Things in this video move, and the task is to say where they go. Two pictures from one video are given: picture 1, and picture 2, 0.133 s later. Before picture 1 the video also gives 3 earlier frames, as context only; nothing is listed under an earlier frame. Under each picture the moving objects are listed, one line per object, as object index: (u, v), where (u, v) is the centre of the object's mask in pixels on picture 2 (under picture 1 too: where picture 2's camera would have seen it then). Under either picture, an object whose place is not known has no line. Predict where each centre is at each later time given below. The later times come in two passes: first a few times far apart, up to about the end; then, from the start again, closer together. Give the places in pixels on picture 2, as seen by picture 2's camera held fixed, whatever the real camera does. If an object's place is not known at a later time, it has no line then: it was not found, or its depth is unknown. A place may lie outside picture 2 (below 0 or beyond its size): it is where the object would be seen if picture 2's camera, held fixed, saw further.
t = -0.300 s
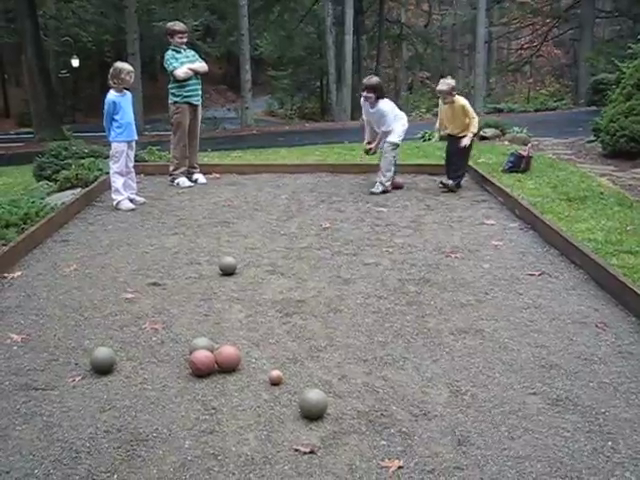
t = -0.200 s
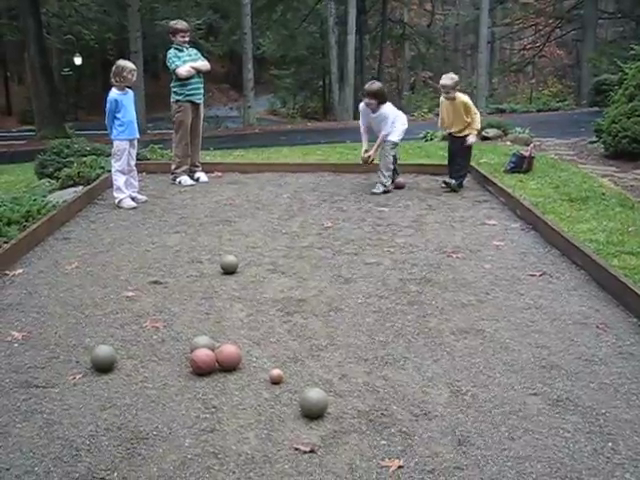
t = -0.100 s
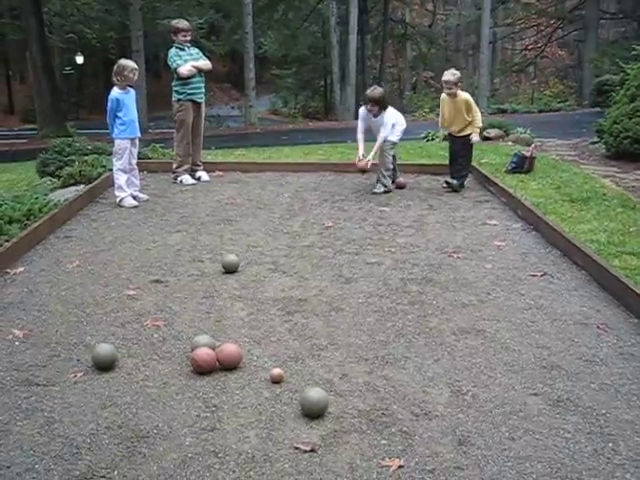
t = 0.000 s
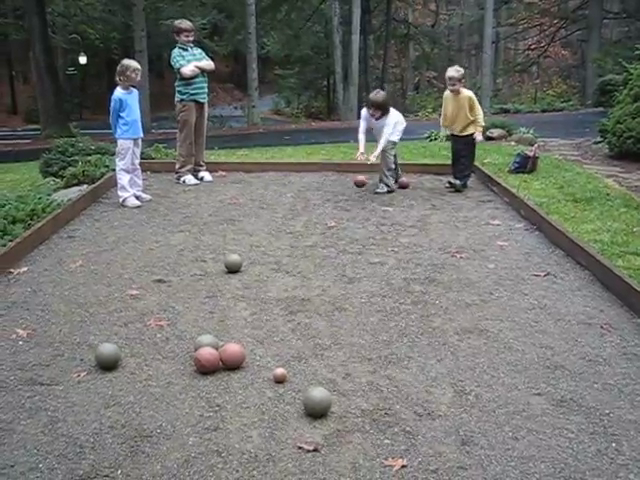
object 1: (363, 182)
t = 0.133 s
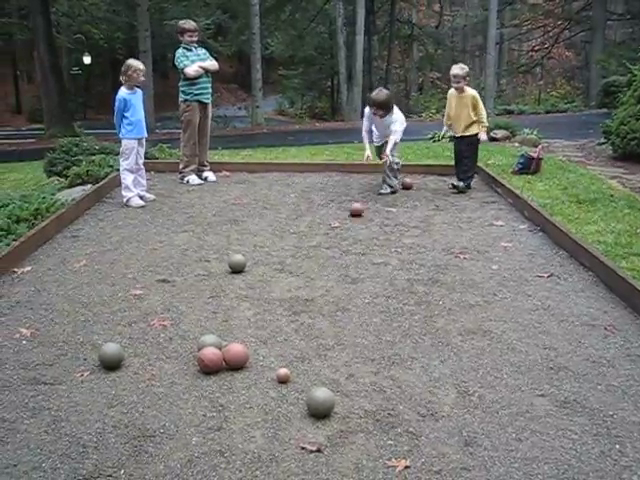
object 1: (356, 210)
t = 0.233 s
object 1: (353, 217)
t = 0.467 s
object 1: (346, 231)
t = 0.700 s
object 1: (342, 244)
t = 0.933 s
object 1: (336, 258)
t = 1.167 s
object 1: (331, 271)
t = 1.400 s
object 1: (326, 283)
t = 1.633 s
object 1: (320, 294)
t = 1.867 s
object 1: (312, 301)
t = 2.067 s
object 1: (311, 304)
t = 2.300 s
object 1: (313, 308)
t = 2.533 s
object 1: (315, 311)
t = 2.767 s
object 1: (317, 312)
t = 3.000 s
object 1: (317, 311)
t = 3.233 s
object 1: (317, 311)
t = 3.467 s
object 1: (317, 311)
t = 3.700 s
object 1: (317, 311)
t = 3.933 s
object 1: (316, 311)
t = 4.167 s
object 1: (316, 311)
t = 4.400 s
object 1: (316, 311)
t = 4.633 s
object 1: (316, 311)
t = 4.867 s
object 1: (316, 311)
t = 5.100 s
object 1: (316, 312)
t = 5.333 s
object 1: (316, 312)
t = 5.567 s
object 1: (316, 312)
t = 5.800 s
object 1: (316, 312)
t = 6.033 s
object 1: (316, 312)
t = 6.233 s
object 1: (316, 312)
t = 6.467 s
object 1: (315, 312)
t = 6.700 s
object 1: (315, 312)
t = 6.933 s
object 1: (315, 312)
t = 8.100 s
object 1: (315, 311)
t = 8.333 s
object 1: (315, 311)
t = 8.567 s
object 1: (315, 311)
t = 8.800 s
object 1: (315, 312)
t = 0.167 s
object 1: (355, 212)
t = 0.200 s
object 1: (354, 215)
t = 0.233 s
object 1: (353, 217)
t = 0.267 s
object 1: (352, 219)
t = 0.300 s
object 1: (351, 220)
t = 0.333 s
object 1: (350, 222)
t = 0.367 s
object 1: (348, 224)
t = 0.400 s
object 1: (348, 226)
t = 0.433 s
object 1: (347, 228)
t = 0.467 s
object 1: (346, 231)
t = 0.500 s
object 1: (345, 234)
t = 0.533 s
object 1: (344, 235)
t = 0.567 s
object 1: (343, 237)
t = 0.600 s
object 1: (344, 238)
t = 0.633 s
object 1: (342, 241)
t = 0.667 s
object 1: (342, 243)
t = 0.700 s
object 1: (342, 244)
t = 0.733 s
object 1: (341, 246)
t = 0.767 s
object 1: (340, 249)
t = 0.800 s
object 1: (339, 251)
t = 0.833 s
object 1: (338, 253)
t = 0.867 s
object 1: (337, 254)
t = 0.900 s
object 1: (336, 257)
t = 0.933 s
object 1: (336, 258)
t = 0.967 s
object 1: (335, 260)
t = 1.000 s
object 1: (334, 262)
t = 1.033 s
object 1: (333, 264)
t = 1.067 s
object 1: (333, 265)
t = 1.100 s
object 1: (332, 267)
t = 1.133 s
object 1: (332, 269)
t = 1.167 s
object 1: (331, 271)
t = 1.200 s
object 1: (330, 273)
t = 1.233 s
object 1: (330, 275)
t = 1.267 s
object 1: (329, 276)
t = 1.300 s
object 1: (328, 278)
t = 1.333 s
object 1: (328, 280)
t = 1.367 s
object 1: (327, 281)
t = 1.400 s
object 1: (326, 283)
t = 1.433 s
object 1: (326, 285)
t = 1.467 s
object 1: (325, 286)
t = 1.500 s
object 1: (324, 288)
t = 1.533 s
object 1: (323, 289)
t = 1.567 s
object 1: (323, 290)
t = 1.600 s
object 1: (321, 292)
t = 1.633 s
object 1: (320, 294)
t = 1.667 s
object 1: (319, 294)
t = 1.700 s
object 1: (318, 296)
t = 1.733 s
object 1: (316, 297)
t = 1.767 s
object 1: (315, 298)
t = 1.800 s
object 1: (314, 299)
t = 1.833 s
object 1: (313, 300)
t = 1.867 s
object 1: (312, 301)
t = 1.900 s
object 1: (312, 301)
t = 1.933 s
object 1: (311, 302)
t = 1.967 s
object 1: (311, 302)
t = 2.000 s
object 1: (311, 303)
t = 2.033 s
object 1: (311, 303)
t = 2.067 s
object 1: (311, 304)
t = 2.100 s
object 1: (311, 305)
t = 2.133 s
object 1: (311, 305)
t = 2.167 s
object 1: (311, 305)
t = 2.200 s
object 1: (312, 306)
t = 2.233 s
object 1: (312, 307)
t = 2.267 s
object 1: (312, 307)
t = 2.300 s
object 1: (313, 308)
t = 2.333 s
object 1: (313, 309)
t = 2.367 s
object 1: (313, 309)
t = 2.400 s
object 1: (314, 310)
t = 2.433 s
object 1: (314, 311)
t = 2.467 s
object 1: (314, 311)
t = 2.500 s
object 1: (314, 311)
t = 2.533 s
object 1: (315, 311)
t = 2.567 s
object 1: (315, 312)
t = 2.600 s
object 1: (315, 312)
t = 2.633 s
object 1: (315, 312)
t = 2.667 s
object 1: (316, 312)
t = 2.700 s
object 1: (316, 312)
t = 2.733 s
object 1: (317, 311)
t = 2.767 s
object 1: (317, 312)
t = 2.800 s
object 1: (317, 312)
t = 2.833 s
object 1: (317, 312)
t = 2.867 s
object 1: (317, 311)
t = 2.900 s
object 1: (317, 311)
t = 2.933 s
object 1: (317, 312)
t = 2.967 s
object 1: (317, 311)
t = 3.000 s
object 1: (317, 311)
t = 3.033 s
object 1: (317, 312)
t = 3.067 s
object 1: (316, 311)
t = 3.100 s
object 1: (316, 312)
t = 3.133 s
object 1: (317, 312)
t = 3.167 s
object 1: (317, 312)
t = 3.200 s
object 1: (317, 312)
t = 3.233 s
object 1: (317, 311)
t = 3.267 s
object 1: (317, 312)
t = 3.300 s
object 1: (316, 311)
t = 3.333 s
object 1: (317, 312)
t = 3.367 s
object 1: (317, 311)
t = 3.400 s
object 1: (317, 311)
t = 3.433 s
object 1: (317, 311)
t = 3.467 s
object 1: (317, 311)
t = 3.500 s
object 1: (317, 311)
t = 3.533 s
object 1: (316, 311)
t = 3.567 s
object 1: (316, 311)
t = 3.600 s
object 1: (317, 311)
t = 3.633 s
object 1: (316, 311)
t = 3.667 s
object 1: (316, 311)
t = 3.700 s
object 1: (317, 311)
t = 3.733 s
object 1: (316, 311)
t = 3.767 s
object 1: (316, 311)
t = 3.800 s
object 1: (317, 311)
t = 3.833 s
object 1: (317, 311)
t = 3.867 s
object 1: (317, 311)
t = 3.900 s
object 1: (317, 311)
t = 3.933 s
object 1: (316, 311)
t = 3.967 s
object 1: (316, 312)
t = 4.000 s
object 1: (317, 311)
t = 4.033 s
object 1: (316, 312)
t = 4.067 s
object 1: (316, 311)
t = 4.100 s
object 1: (316, 312)
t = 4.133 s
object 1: (316, 312)
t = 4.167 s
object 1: (316, 311)
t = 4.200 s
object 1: (316, 311)
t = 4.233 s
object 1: (316, 311)
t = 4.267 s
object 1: (316, 311)
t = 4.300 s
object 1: (317, 311)
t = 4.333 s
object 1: (316, 311)
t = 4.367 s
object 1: (316, 311)
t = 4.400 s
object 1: (316, 311)
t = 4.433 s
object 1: (316, 311)
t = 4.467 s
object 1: (317, 311)
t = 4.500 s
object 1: (316, 311)
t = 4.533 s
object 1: (316, 311)
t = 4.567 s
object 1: (316, 311)
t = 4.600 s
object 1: (316, 311)
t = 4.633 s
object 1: (316, 311)
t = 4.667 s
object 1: (316, 311)
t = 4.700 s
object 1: (316, 311)
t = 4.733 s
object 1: (316, 311)
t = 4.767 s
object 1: (316, 311)
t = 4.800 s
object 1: (316, 311)
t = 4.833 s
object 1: (316, 311)
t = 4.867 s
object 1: (316, 311)
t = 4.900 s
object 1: (316, 312)
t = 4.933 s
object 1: (316, 312)
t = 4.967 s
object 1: (316, 311)
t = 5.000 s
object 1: (317, 311)
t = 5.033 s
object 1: (316, 312)
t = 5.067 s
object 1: (316, 312)
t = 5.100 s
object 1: (316, 312)
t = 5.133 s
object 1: (316, 312)
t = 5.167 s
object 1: (316, 312)
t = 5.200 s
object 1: (316, 312)
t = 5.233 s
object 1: (316, 312)
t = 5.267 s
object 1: (316, 312)
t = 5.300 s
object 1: (316, 312)
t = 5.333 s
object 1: (316, 312)
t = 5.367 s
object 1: (316, 312)
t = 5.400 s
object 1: (316, 312)
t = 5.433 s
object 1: (316, 312)
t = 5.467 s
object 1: (316, 312)
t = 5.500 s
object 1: (316, 312)
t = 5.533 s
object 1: (316, 312)
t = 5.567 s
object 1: (316, 312)
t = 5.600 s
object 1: (316, 312)
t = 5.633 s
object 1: (316, 312)
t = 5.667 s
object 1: (316, 312)
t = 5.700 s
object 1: (316, 312)
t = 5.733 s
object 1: (316, 312)
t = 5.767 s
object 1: (316, 312)
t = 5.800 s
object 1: (316, 312)
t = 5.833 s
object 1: (316, 312)
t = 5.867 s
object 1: (316, 312)
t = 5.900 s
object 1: (316, 312)
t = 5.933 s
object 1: (316, 312)
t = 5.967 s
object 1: (316, 312)
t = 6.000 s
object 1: (316, 312)
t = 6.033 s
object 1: (316, 312)
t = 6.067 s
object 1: (316, 312)
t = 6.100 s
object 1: (315, 312)
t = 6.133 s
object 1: (316, 312)
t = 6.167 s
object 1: (316, 312)
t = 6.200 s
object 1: (316, 312)
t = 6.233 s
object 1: (316, 312)
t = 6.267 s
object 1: (316, 312)
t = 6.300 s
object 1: (316, 312)
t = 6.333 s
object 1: (316, 312)
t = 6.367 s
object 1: (316, 312)
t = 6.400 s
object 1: (315, 312)
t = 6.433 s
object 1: (315, 312)
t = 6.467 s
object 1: (315, 312)
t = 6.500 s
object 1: (315, 312)
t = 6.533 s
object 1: (315, 312)
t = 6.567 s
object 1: (315, 312)
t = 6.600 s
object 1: (315, 312)
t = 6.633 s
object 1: (315, 312)
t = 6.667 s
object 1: (315, 312)
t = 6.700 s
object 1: (315, 312)
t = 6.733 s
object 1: (316, 312)
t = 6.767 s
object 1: (315, 312)
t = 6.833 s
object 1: (315, 312)
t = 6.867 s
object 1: (315, 312)
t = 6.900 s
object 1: (315, 312)
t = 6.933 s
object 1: (315, 312)
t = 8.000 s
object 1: (315, 311)
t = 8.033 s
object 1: (315, 312)
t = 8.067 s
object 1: (316, 311)
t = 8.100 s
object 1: (315, 311)
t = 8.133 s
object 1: (315, 311)
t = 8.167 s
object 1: (315, 311)
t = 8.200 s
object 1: (315, 311)
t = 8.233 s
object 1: (315, 311)
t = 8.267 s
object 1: (315, 311)
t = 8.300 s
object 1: (316, 311)
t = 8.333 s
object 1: (315, 311)
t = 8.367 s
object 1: (315, 311)
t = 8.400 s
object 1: (316, 311)
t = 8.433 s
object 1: (316, 311)
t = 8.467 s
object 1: (315, 311)
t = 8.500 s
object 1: (316, 311)
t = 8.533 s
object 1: (316, 311)
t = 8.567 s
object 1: (315, 311)
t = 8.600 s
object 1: (315, 311)
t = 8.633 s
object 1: (316, 311)
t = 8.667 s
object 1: (315, 312)
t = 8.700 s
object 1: (316, 311)
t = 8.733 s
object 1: (316, 312)
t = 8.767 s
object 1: (316, 311)
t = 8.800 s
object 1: (315, 312)
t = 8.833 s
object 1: (316, 312)
